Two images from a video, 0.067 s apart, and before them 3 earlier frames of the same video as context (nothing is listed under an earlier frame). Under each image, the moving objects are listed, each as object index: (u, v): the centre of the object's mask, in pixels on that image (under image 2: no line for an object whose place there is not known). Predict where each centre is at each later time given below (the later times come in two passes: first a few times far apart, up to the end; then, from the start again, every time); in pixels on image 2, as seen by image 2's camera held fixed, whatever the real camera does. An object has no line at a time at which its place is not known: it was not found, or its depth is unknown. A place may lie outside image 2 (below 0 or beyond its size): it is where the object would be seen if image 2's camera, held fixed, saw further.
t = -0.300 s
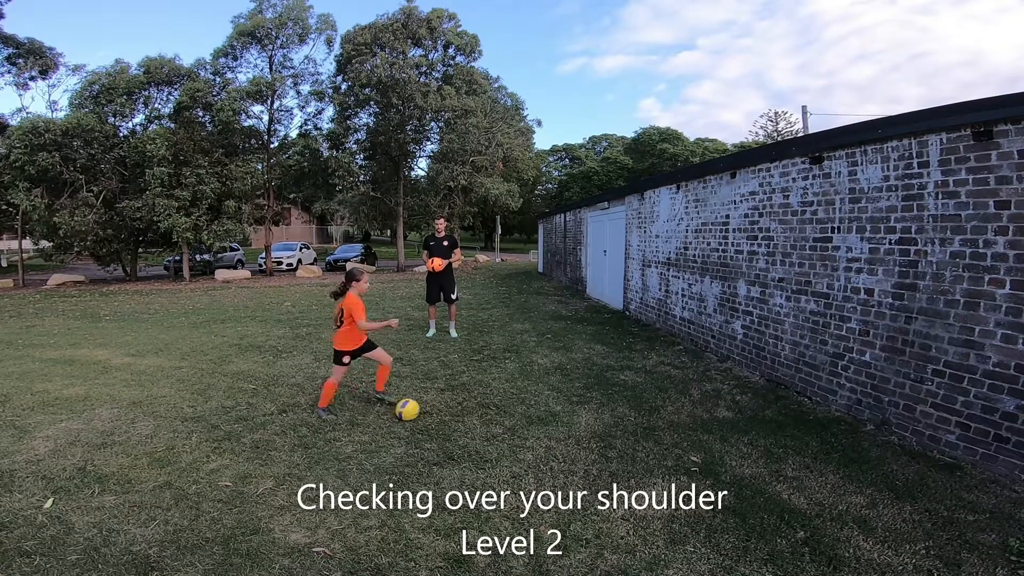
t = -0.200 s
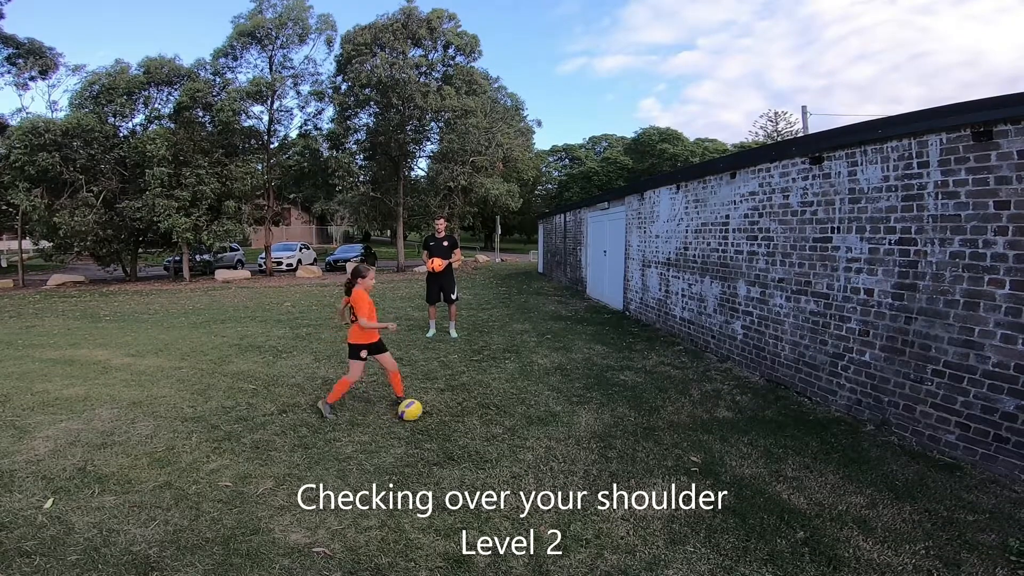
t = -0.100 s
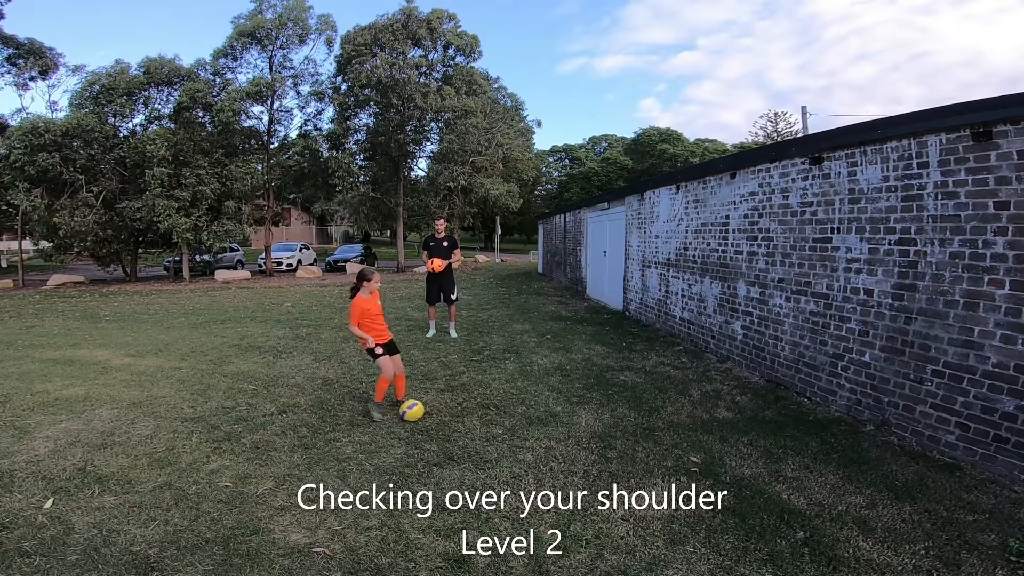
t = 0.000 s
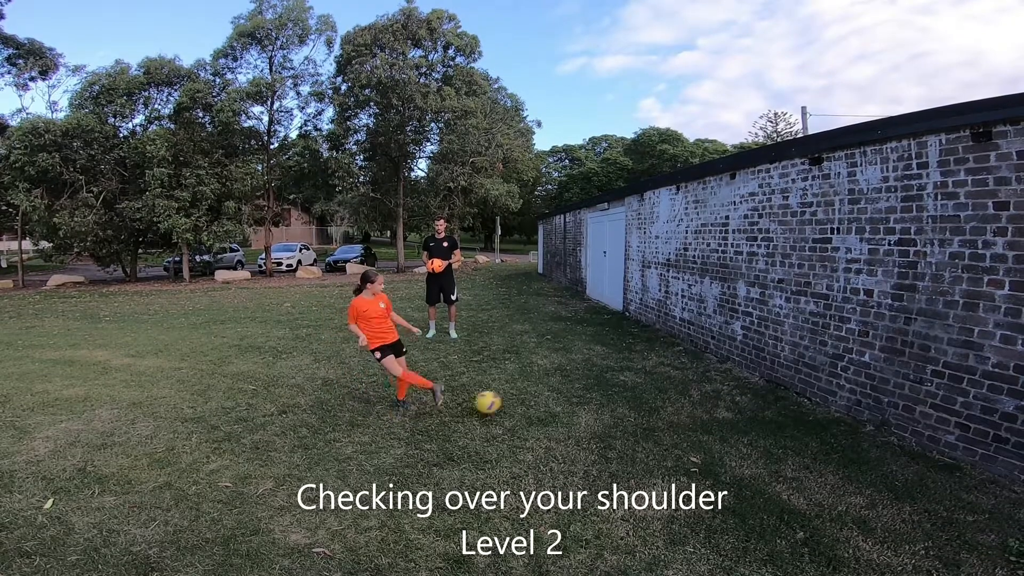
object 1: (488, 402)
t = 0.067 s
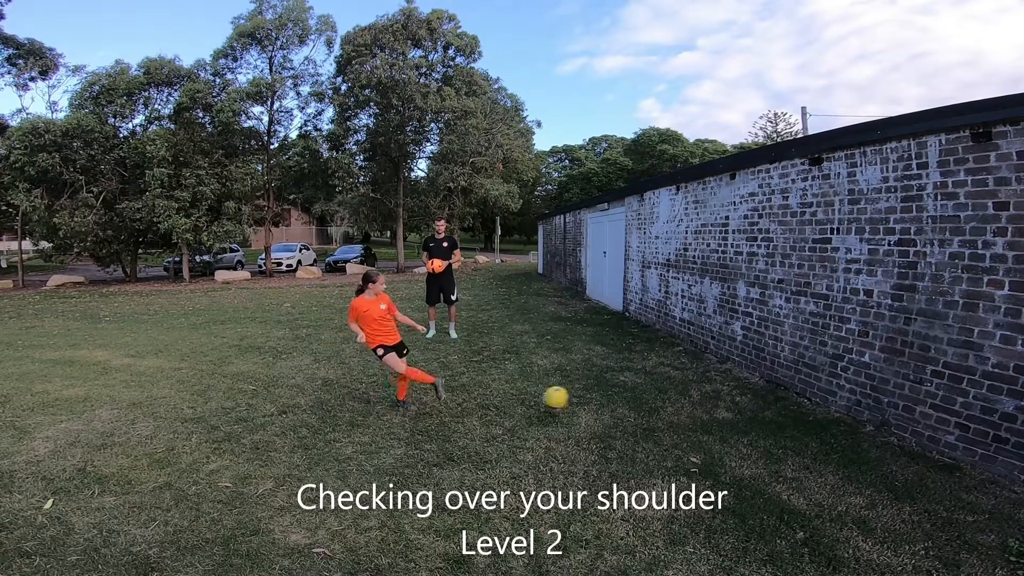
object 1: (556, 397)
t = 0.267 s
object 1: (742, 400)
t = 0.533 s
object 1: (730, 396)
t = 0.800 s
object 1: (622, 420)
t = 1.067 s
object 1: (549, 432)
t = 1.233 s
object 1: (508, 439)
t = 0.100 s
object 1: (590, 395)
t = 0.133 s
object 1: (623, 394)
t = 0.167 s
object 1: (653, 395)
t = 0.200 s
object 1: (684, 396)
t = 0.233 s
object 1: (714, 398)
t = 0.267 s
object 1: (742, 400)
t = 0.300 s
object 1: (766, 398)
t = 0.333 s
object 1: (787, 393)
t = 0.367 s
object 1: (803, 390)
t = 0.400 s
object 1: (789, 389)
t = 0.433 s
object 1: (776, 388)
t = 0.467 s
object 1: (761, 390)
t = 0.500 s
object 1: (746, 393)
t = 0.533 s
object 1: (730, 396)
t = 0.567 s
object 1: (714, 401)
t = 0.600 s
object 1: (697, 407)
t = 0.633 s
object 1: (679, 414)
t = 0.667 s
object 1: (665, 418)
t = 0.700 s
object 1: (653, 418)
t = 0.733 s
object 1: (644, 418)
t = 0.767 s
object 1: (633, 418)
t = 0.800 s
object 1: (622, 420)
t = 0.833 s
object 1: (611, 423)
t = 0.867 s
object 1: (600, 426)
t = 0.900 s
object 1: (589, 430)
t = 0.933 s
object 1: (580, 431)
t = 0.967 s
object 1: (572, 431)
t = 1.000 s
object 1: (564, 431)
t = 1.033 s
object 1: (557, 431)
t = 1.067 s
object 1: (549, 432)
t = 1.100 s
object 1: (540, 434)
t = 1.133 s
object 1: (532, 437)
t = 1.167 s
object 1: (523, 439)
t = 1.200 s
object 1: (515, 439)
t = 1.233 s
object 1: (508, 439)
